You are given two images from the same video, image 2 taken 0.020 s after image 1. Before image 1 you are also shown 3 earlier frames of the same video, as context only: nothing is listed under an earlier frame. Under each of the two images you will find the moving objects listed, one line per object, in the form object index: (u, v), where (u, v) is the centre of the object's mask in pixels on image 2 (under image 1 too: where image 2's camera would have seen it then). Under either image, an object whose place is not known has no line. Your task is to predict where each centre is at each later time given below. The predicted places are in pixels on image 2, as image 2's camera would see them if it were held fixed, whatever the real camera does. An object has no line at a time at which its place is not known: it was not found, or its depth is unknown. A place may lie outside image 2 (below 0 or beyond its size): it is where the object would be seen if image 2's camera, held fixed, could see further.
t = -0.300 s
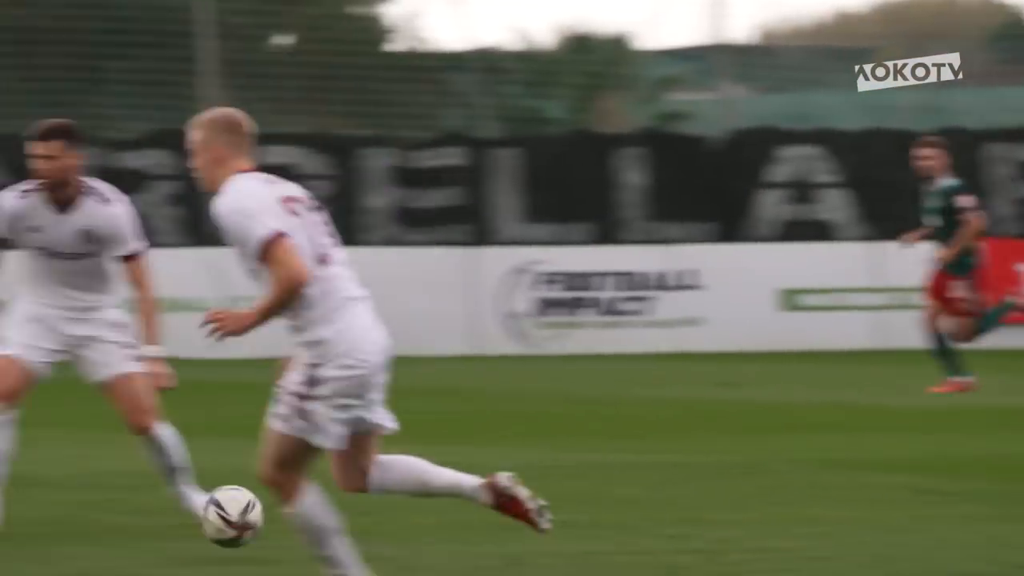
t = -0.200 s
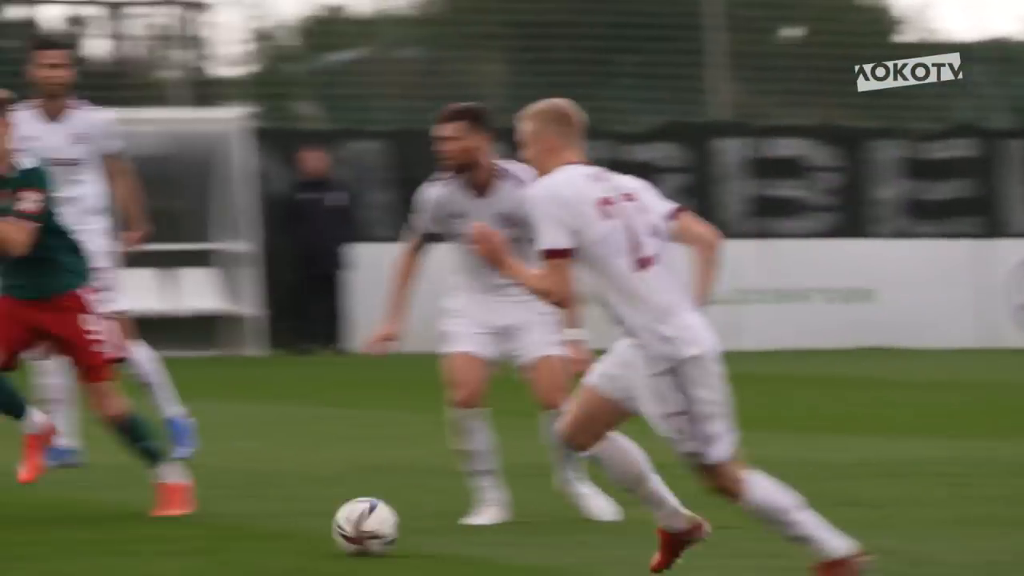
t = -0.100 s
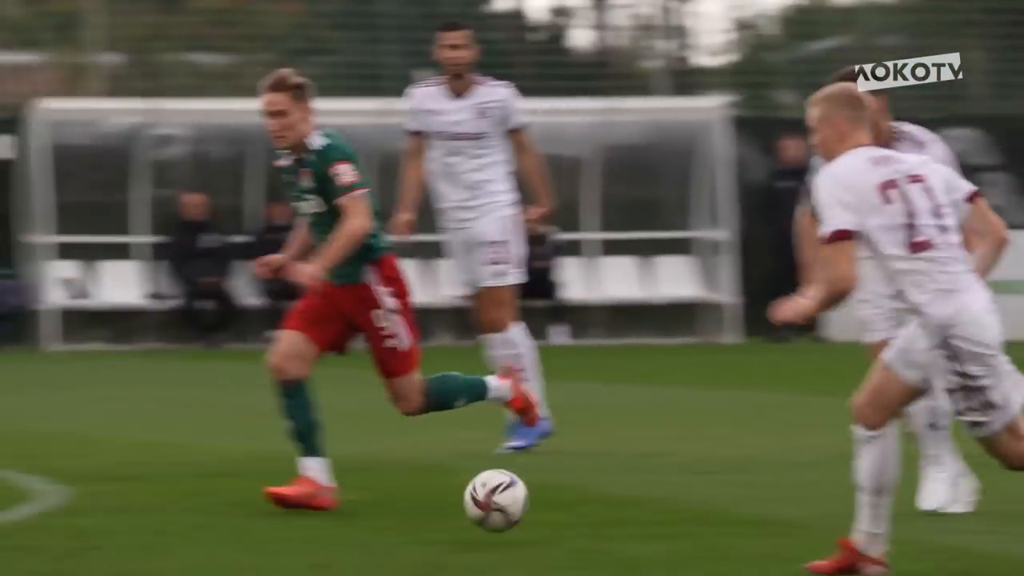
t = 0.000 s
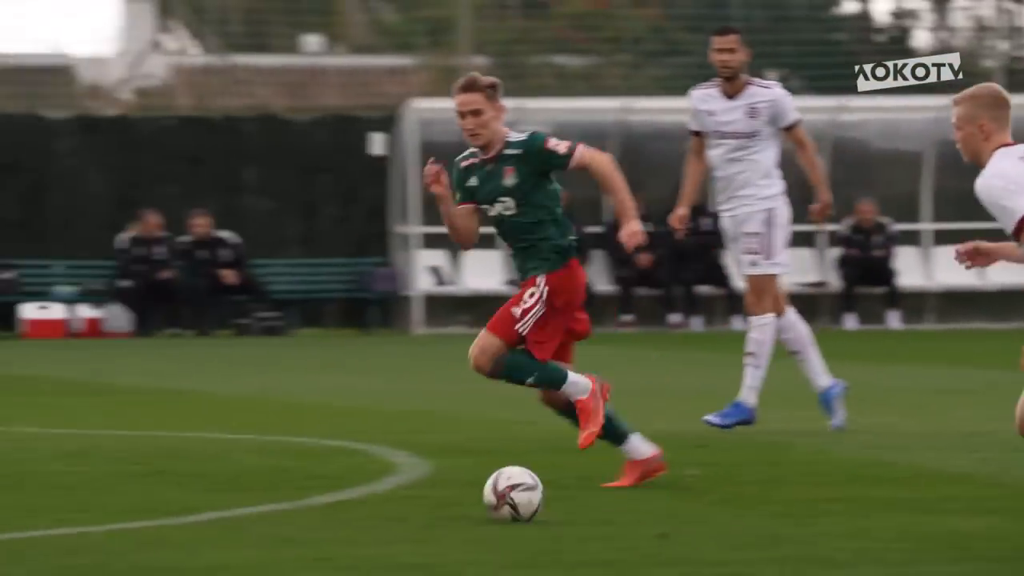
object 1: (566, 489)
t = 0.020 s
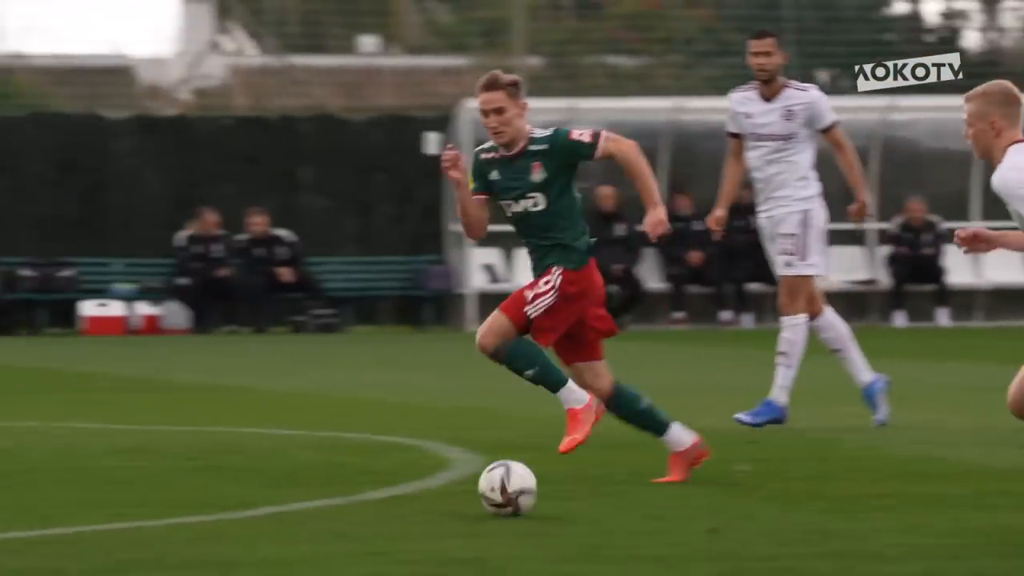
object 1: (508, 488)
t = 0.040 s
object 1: (451, 485)
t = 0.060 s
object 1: (395, 483)
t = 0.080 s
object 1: (338, 484)
